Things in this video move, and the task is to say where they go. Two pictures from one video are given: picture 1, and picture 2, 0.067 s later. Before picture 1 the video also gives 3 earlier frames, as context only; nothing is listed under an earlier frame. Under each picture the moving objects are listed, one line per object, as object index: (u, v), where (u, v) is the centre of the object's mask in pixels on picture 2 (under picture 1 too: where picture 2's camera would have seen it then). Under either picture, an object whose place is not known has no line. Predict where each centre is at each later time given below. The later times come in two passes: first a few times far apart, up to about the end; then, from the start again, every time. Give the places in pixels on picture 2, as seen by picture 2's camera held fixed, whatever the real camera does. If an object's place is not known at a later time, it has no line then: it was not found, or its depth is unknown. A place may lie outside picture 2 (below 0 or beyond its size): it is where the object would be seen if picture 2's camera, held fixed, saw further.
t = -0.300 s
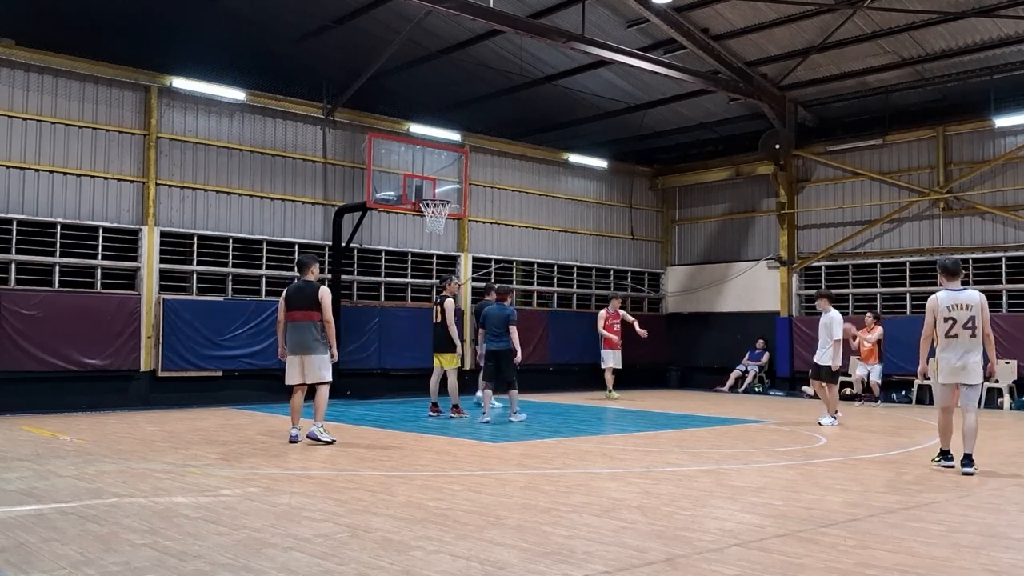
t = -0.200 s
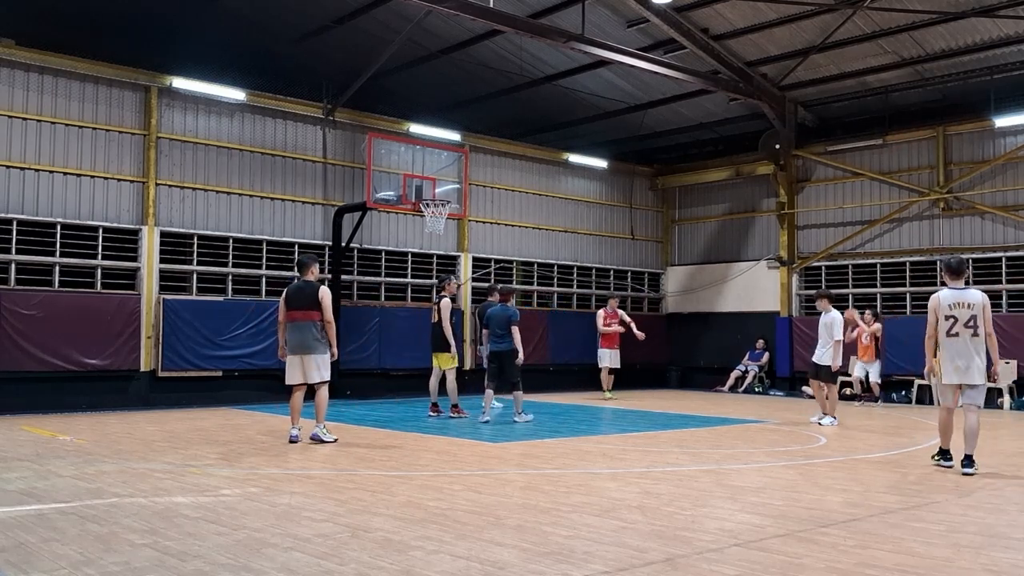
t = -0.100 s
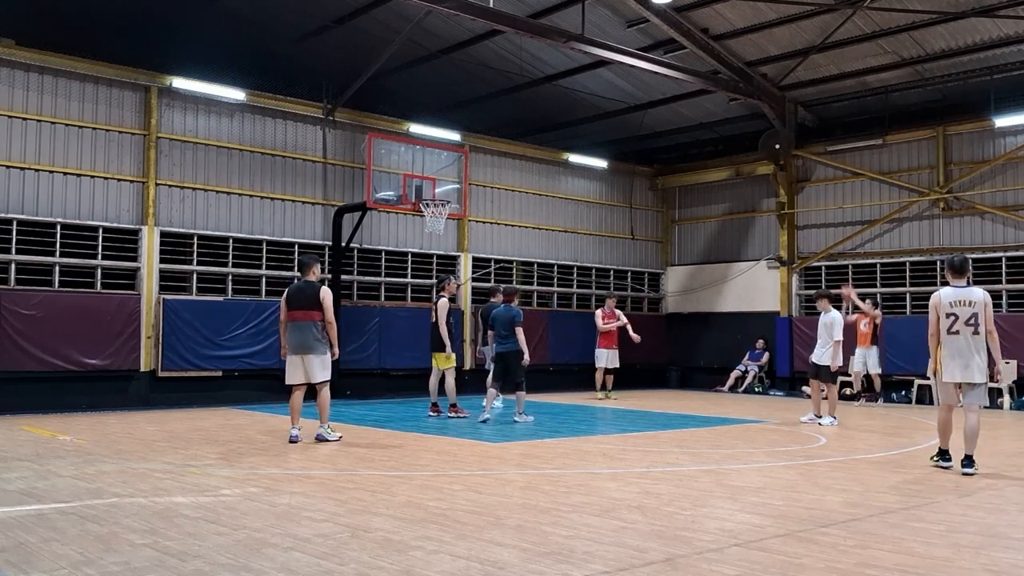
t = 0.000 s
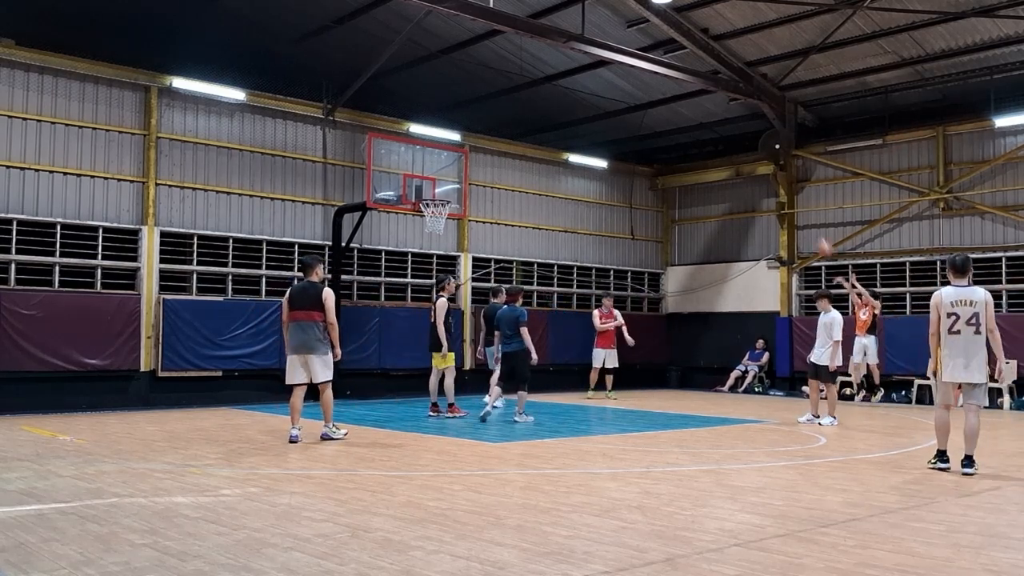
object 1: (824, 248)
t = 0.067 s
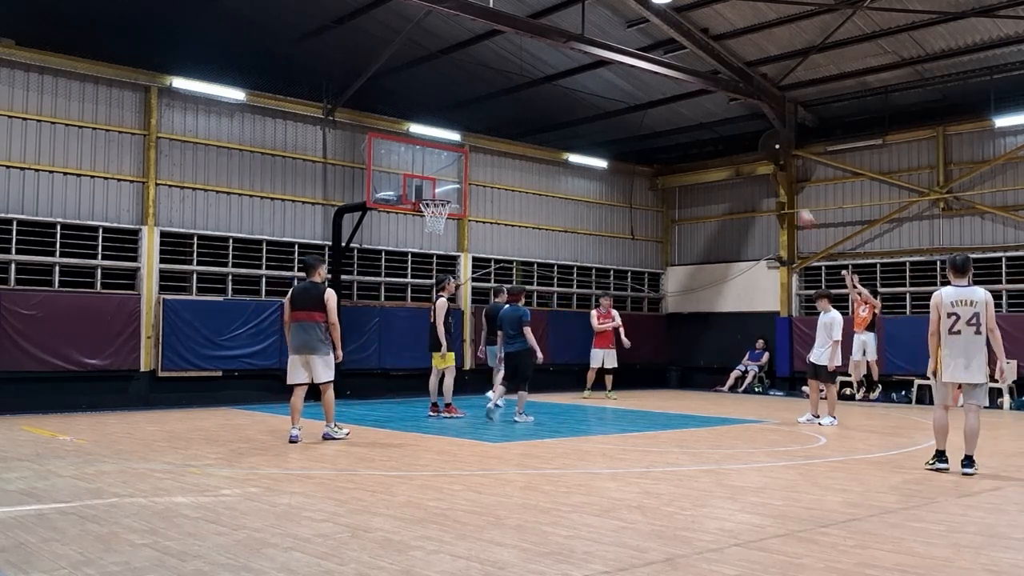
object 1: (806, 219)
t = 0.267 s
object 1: (752, 148)
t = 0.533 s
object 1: (680, 90)
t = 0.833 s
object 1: (599, 75)
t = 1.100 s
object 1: (526, 110)
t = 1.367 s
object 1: (453, 184)
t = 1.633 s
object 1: (384, 184)
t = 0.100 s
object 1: (796, 204)
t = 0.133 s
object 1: (787, 191)
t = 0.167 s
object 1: (778, 179)
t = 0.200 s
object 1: (770, 169)
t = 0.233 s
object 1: (761, 157)
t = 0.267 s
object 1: (752, 148)
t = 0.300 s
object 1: (744, 138)
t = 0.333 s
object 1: (734, 129)
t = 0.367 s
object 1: (725, 121)
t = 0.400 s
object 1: (716, 114)
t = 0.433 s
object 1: (707, 107)
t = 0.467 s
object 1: (698, 99)
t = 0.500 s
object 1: (689, 95)
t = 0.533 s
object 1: (680, 90)
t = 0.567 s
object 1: (671, 86)
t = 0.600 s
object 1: (662, 81)
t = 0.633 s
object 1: (653, 78)
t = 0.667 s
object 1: (644, 76)
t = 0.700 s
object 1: (636, 75)
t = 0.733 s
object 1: (626, 74)
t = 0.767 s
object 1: (617, 73)
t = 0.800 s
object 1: (608, 74)
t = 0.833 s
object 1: (599, 75)
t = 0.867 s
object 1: (590, 77)
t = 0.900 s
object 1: (581, 80)
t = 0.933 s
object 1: (572, 83)
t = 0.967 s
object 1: (563, 87)
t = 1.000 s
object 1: (554, 92)
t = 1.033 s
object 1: (545, 97)
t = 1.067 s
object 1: (535, 103)
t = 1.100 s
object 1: (526, 110)
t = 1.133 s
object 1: (517, 117)
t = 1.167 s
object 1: (508, 125)
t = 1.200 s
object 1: (499, 132)
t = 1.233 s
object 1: (489, 141)
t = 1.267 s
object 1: (480, 151)
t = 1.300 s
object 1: (470, 161)
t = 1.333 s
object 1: (460, 173)
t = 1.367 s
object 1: (453, 184)
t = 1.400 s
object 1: (441, 194)
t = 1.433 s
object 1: (433, 191)
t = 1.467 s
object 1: (427, 186)
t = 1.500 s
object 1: (417, 185)
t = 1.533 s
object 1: (410, 184)
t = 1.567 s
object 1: (401, 184)
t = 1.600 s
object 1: (392, 184)
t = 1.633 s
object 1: (384, 184)
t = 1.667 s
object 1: (377, 185)
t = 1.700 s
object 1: (374, 186)
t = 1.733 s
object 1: (370, 188)
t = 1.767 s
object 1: (366, 190)
